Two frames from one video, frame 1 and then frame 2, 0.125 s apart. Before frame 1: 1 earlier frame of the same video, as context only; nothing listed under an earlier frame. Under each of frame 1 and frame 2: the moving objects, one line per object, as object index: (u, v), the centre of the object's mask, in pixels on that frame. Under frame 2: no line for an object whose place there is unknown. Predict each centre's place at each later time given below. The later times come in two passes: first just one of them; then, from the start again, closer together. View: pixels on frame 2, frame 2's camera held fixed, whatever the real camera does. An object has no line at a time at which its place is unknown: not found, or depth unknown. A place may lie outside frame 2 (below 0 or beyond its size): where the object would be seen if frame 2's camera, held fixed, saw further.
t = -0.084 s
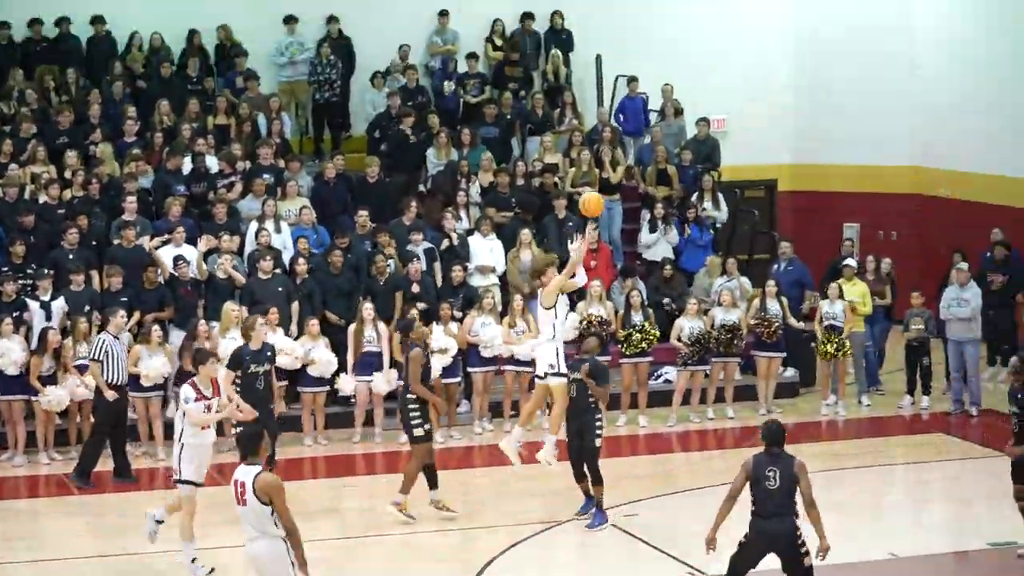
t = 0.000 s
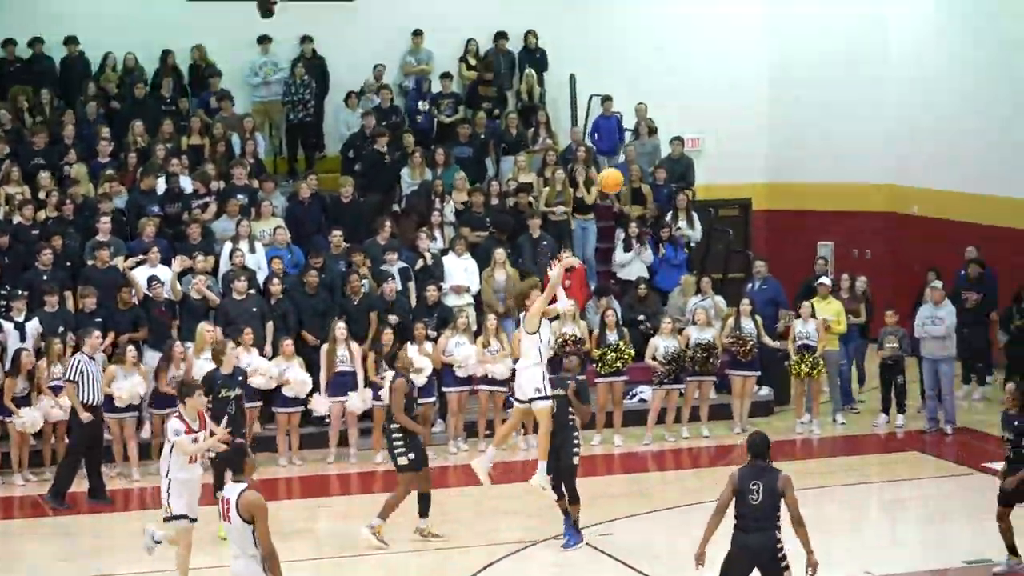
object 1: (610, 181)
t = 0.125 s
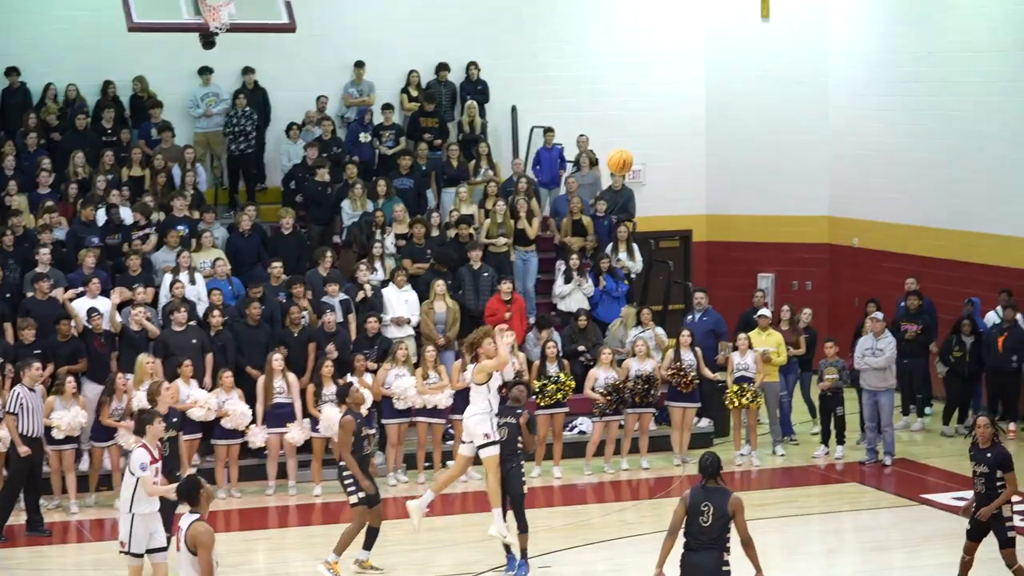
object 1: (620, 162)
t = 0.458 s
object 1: (807, 101)
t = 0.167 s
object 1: (643, 147)
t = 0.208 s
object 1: (668, 134)
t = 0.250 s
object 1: (690, 124)
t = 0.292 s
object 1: (712, 115)
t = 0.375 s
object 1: (759, 104)
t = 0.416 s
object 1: (783, 102)
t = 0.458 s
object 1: (807, 101)
